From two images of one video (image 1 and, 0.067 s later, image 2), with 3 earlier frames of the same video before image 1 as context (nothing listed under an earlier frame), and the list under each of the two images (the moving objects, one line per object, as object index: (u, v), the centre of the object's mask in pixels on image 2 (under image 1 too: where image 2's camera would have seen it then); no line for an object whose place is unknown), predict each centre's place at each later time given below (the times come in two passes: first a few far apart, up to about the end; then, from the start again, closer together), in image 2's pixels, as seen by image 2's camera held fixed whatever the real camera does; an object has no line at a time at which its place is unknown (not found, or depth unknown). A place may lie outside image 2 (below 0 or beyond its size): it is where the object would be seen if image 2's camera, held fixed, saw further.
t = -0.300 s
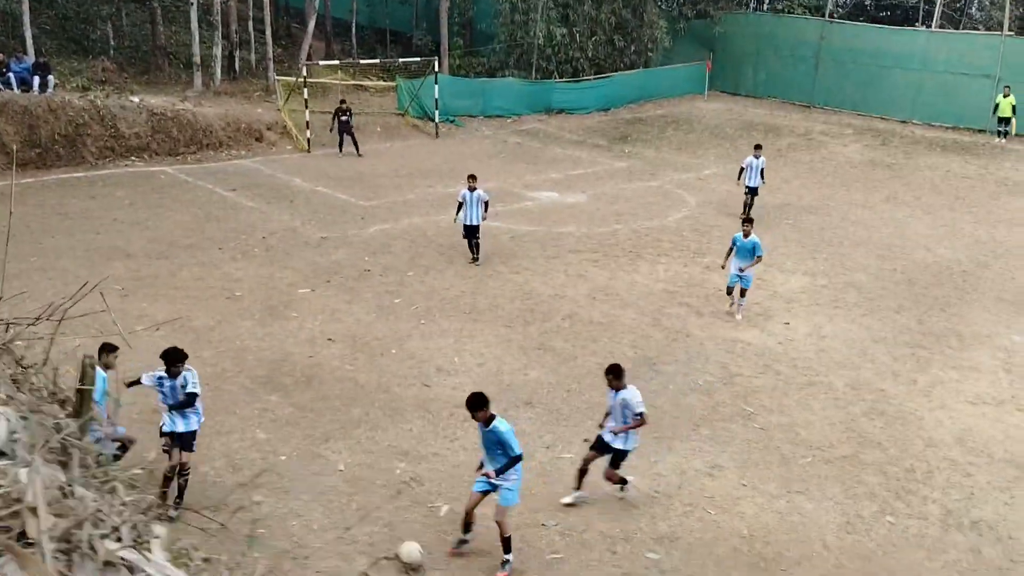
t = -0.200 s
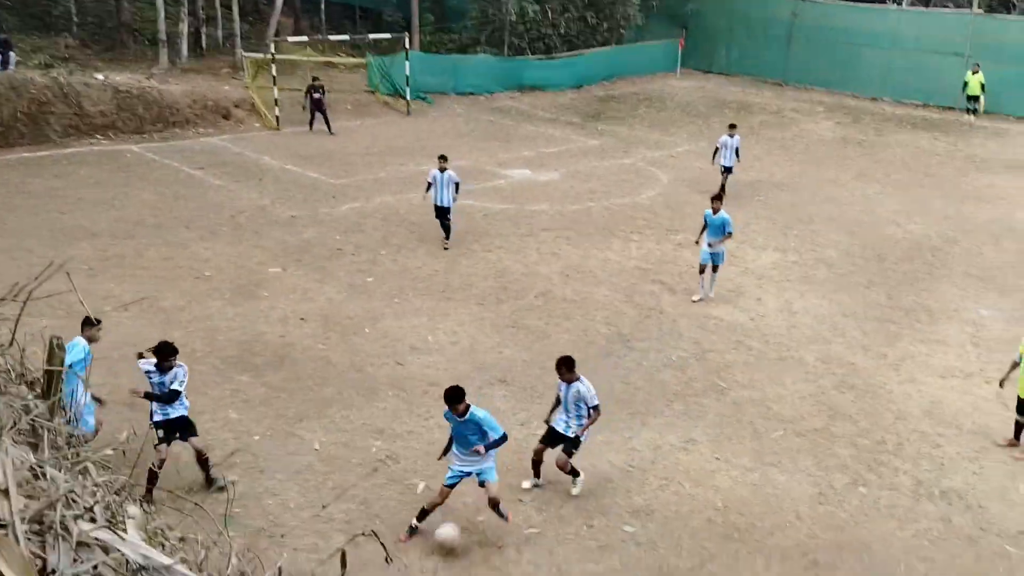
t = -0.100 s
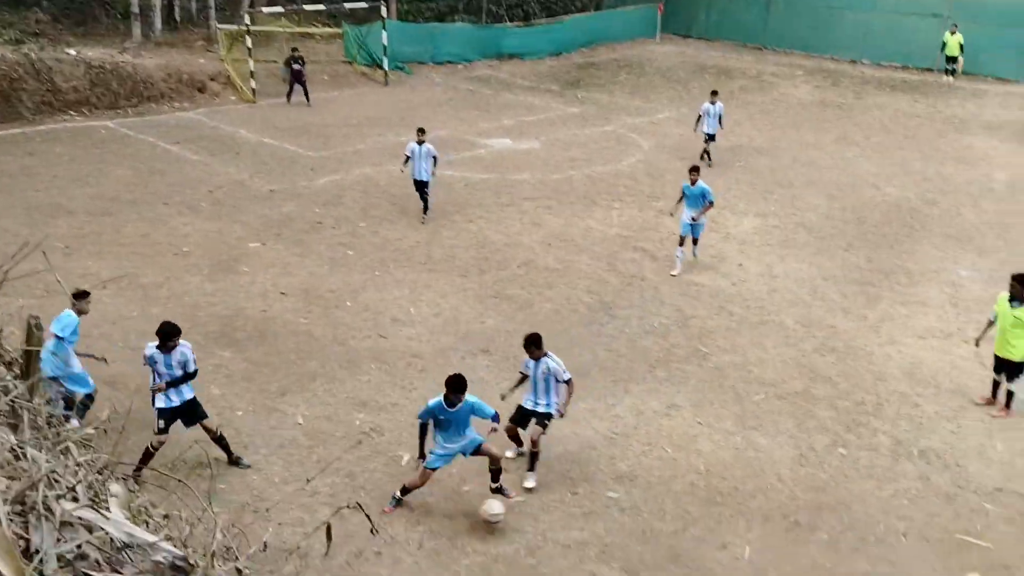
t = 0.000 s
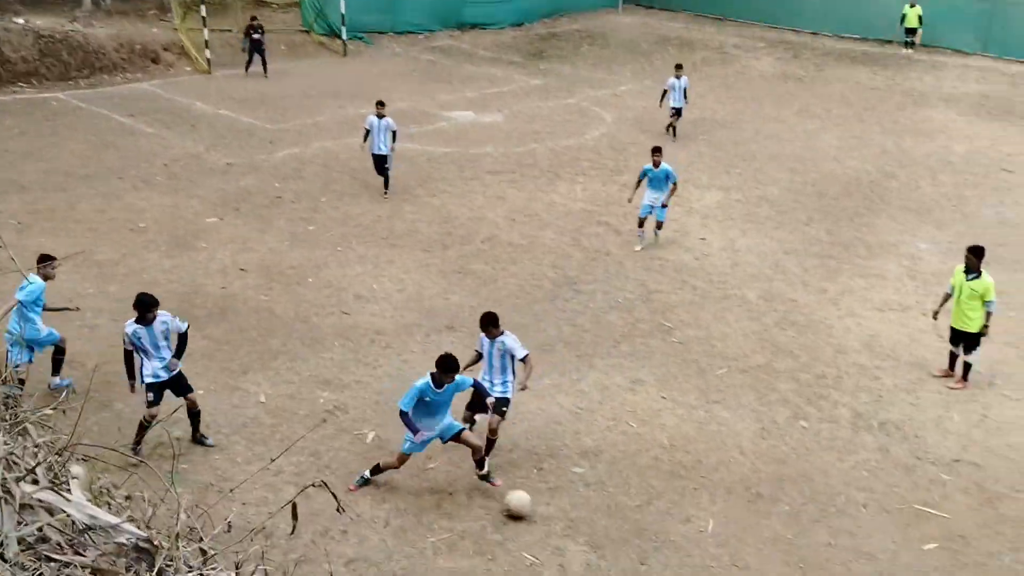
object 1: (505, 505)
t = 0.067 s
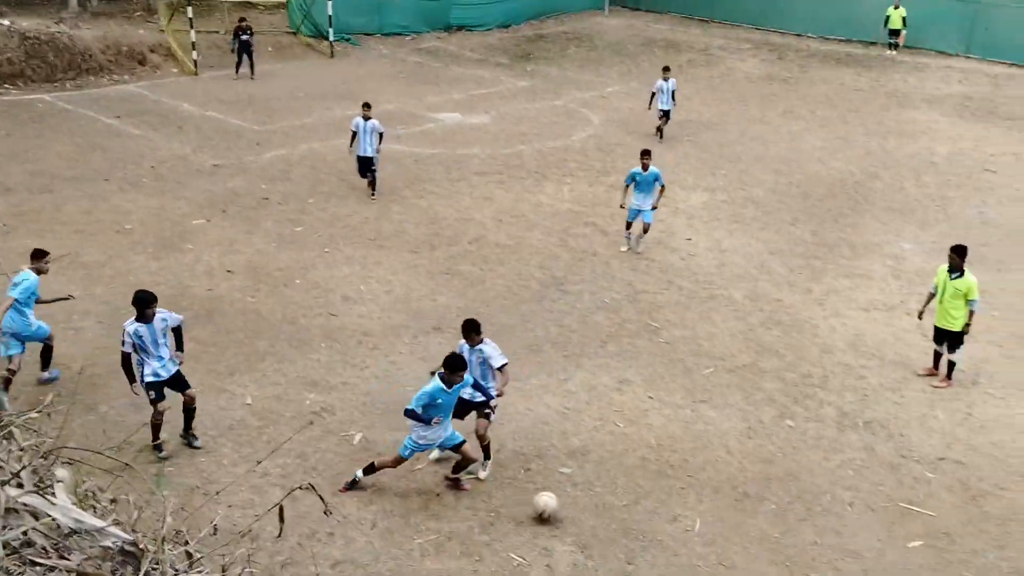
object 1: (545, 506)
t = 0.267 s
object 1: (667, 522)
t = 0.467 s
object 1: (790, 530)
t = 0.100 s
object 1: (566, 505)
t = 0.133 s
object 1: (586, 506)
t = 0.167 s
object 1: (607, 508)
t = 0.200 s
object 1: (627, 514)
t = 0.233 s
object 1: (647, 517)
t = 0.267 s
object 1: (667, 522)
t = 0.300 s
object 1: (688, 521)
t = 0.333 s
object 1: (709, 522)
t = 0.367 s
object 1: (730, 523)
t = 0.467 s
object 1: (790, 530)
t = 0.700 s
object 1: (933, 531)
